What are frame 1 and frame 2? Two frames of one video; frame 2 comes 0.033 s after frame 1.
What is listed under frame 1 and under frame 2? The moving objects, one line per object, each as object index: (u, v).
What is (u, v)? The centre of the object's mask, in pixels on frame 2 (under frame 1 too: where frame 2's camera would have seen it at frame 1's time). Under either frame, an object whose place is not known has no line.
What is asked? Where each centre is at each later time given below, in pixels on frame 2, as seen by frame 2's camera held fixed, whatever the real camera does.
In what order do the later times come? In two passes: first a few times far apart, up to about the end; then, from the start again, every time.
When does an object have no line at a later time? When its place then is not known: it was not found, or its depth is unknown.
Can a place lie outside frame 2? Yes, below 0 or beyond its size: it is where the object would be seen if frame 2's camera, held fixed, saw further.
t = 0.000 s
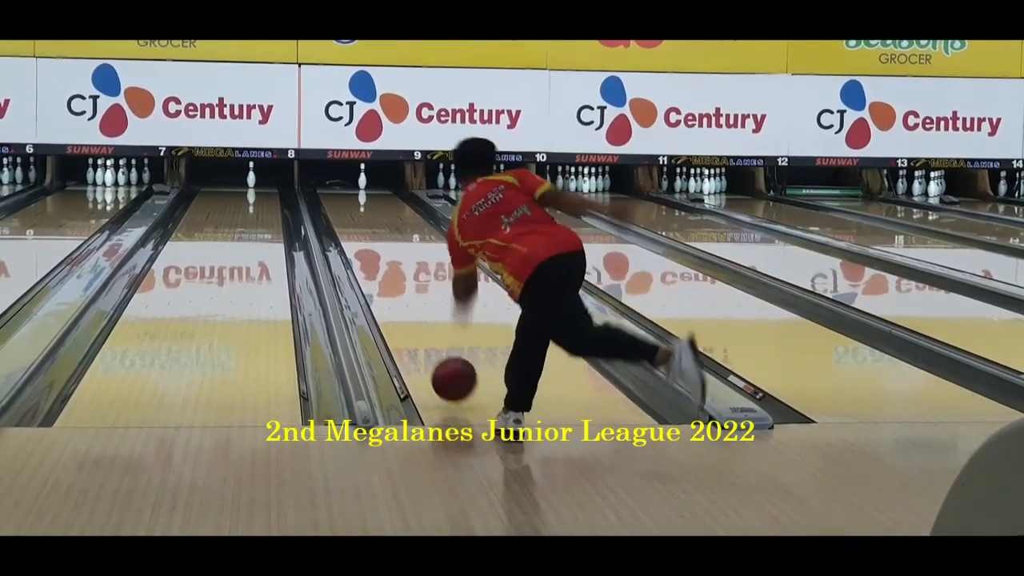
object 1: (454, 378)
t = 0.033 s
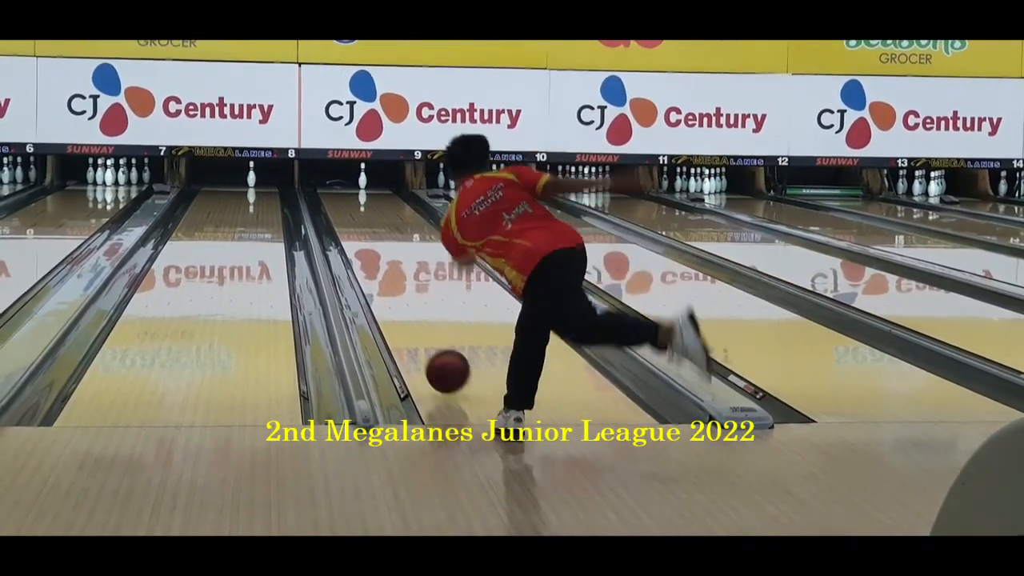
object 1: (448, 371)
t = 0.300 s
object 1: (410, 315)
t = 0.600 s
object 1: (386, 273)
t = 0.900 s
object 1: (372, 243)
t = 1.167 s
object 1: (364, 224)
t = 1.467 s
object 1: (359, 208)
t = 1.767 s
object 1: (358, 196)
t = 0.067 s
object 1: (442, 366)
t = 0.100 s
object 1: (436, 358)
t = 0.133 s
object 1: (431, 350)
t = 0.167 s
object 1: (426, 342)
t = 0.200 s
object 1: (422, 335)
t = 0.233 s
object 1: (417, 328)
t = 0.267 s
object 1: (414, 322)
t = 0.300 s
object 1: (410, 315)
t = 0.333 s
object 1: (407, 310)
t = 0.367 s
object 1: (403, 304)
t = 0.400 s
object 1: (400, 299)
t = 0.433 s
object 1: (397, 294)
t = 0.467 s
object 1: (395, 289)
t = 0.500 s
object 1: (393, 284)
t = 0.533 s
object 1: (390, 280)
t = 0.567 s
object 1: (388, 276)
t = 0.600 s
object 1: (386, 273)
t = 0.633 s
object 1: (384, 269)
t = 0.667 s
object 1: (382, 265)
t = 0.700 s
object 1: (381, 262)
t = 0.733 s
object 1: (379, 258)
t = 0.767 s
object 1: (377, 255)
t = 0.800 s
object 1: (376, 252)
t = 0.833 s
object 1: (375, 249)
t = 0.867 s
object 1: (373, 246)
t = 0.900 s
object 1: (372, 243)
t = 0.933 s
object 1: (371, 240)
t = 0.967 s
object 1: (370, 238)
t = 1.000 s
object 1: (369, 235)
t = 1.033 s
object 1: (368, 233)
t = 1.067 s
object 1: (367, 231)
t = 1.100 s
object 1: (366, 229)
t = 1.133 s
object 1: (365, 226)
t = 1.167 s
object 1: (364, 224)
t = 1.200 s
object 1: (364, 222)
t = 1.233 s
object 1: (363, 220)
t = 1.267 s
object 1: (362, 218)
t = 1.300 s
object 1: (362, 217)
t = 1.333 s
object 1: (361, 215)
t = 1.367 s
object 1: (360, 213)
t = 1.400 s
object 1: (360, 211)
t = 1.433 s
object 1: (359, 210)
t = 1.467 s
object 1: (359, 208)
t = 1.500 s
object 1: (355, 208)
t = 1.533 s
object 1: (358, 205)
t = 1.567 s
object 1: (358, 203)
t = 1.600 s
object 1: (358, 202)
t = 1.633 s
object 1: (358, 200)
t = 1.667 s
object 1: (358, 199)
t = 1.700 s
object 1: (358, 198)
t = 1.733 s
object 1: (358, 197)
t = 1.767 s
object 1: (358, 196)
